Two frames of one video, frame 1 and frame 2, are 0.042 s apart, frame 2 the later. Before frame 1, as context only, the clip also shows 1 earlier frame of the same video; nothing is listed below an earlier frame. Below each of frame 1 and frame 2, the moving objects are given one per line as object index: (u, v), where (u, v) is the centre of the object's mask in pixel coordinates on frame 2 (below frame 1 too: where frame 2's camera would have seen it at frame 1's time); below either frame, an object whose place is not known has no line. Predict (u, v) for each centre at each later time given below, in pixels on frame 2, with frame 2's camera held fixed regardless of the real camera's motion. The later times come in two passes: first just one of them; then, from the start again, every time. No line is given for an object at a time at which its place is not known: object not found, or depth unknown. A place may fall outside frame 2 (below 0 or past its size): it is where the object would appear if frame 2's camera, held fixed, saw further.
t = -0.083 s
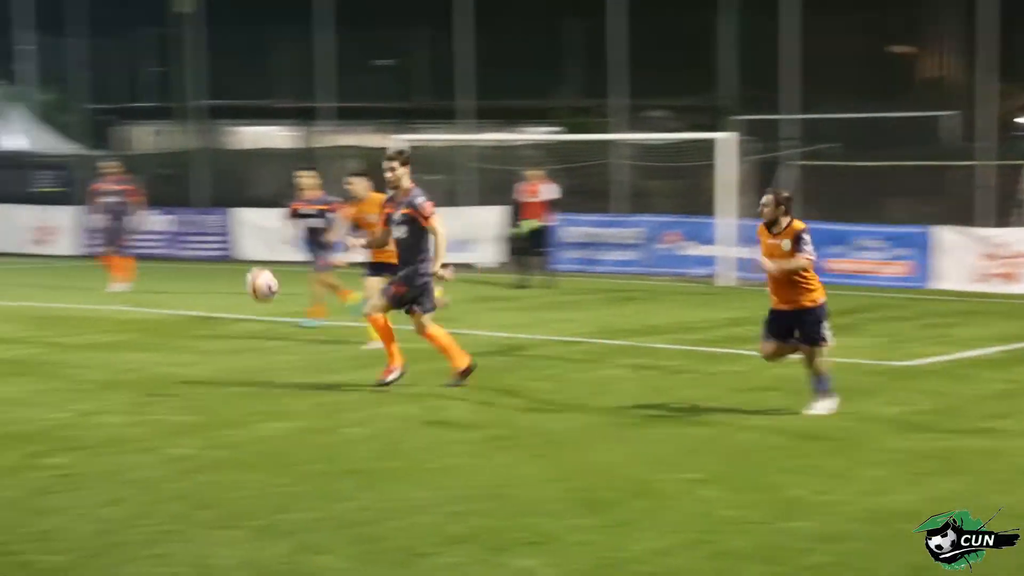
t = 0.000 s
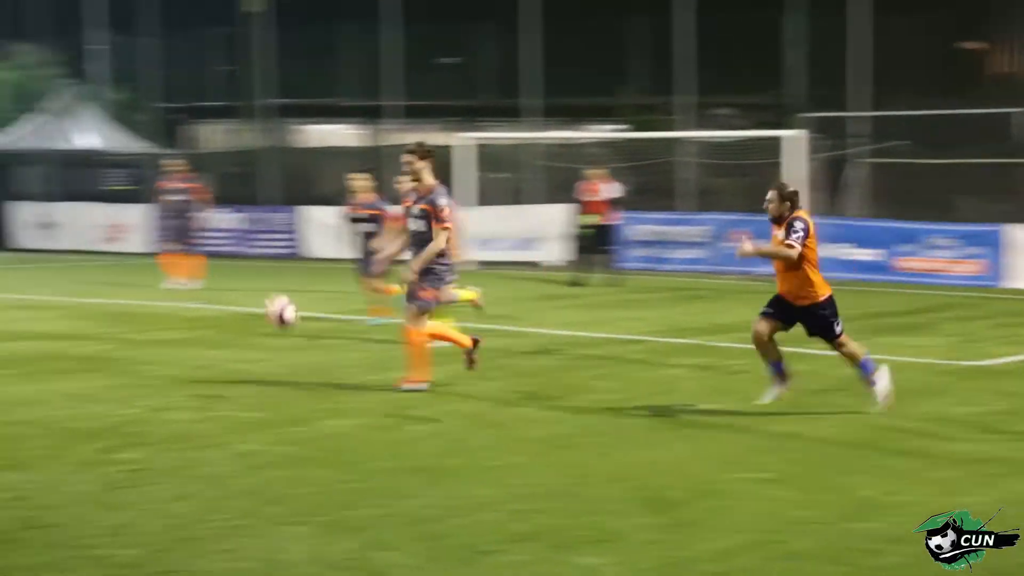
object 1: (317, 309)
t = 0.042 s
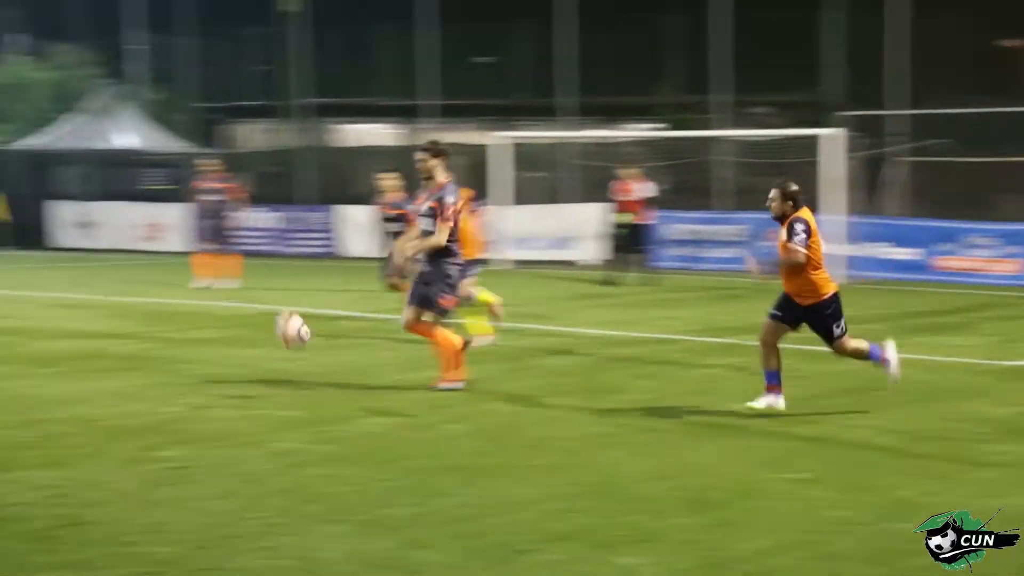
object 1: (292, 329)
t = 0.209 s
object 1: (193, 362)
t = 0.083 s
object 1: (268, 352)
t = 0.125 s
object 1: (244, 377)
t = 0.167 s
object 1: (218, 379)
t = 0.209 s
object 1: (193, 362)
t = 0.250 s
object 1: (166, 349)
